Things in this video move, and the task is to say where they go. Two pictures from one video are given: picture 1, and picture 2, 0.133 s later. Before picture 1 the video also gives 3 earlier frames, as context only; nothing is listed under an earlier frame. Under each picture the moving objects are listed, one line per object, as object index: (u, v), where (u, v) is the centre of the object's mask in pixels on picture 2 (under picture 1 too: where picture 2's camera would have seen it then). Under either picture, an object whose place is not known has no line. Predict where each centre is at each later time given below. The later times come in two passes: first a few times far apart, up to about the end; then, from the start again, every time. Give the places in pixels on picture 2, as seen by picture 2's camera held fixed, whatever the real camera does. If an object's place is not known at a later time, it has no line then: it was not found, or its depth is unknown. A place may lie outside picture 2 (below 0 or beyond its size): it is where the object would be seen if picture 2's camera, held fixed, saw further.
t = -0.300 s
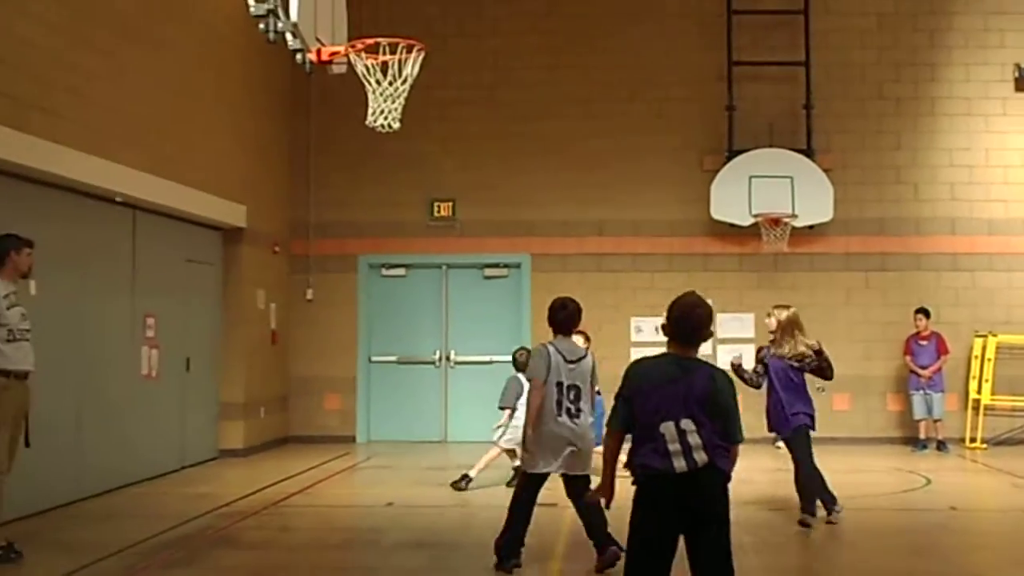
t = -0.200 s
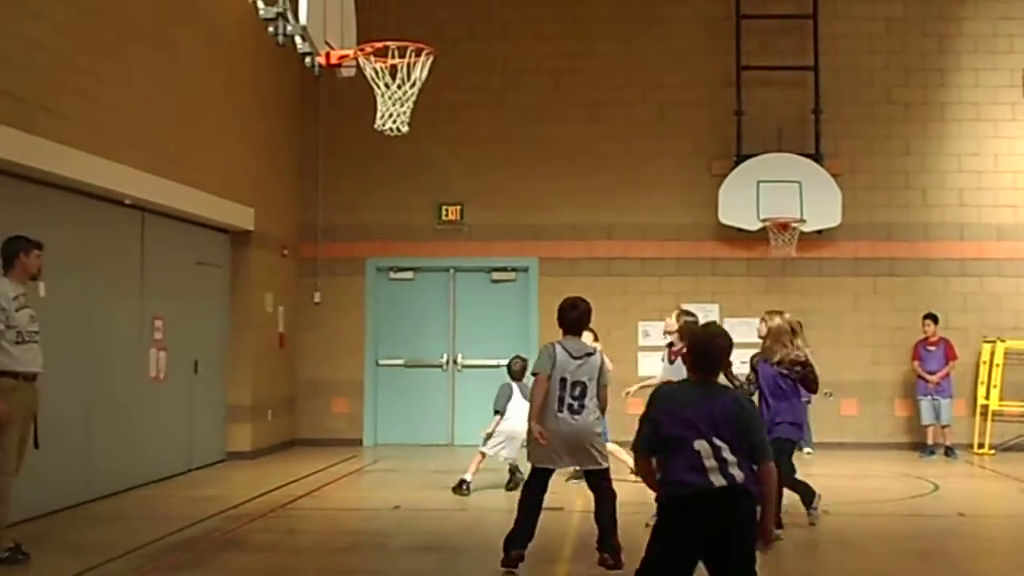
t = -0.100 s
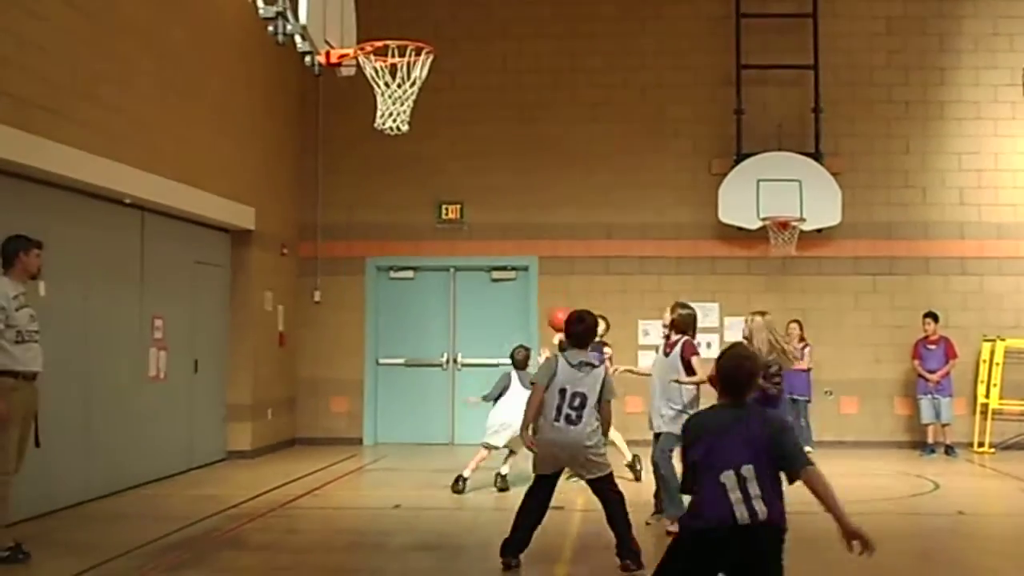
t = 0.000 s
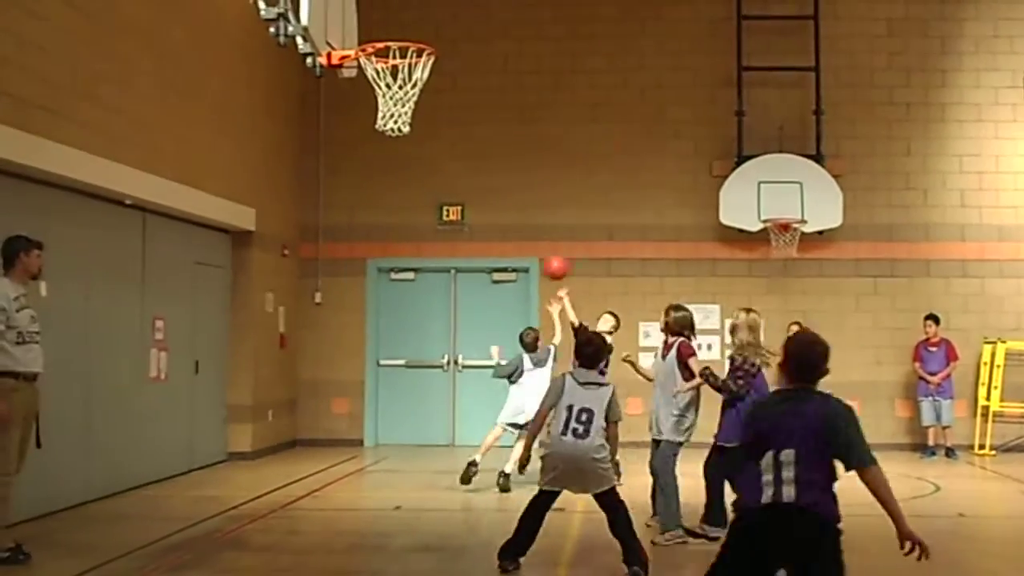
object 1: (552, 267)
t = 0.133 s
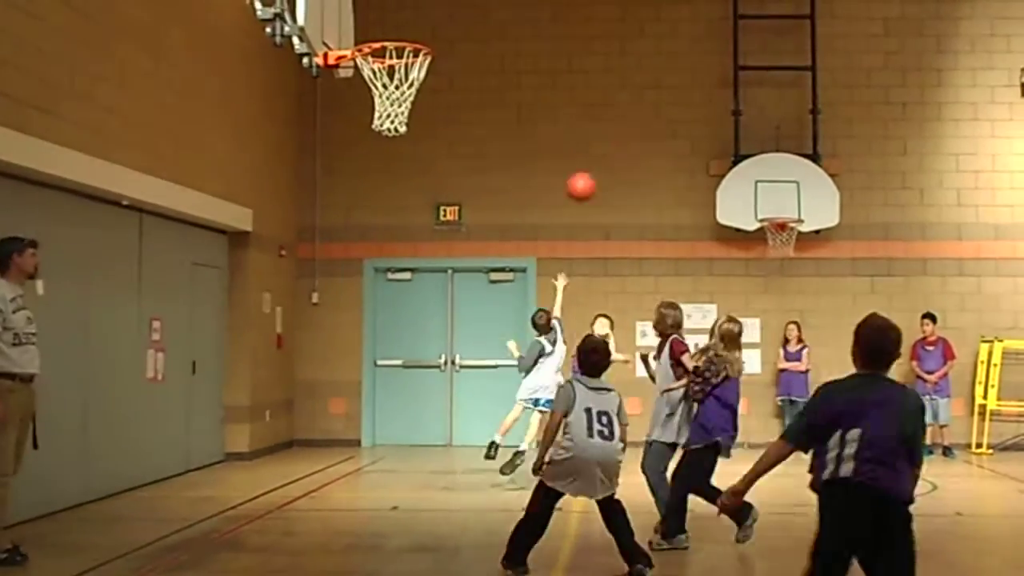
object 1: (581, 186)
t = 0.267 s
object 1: (615, 114)
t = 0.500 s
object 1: (695, 16)
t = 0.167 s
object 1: (589, 167)
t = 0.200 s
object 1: (597, 148)
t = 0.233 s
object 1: (606, 131)
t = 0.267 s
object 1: (615, 114)
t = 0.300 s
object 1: (625, 97)
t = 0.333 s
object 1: (635, 82)
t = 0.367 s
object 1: (646, 66)
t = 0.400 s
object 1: (657, 52)
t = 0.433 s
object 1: (668, 39)
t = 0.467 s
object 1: (681, 26)
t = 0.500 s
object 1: (695, 16)
